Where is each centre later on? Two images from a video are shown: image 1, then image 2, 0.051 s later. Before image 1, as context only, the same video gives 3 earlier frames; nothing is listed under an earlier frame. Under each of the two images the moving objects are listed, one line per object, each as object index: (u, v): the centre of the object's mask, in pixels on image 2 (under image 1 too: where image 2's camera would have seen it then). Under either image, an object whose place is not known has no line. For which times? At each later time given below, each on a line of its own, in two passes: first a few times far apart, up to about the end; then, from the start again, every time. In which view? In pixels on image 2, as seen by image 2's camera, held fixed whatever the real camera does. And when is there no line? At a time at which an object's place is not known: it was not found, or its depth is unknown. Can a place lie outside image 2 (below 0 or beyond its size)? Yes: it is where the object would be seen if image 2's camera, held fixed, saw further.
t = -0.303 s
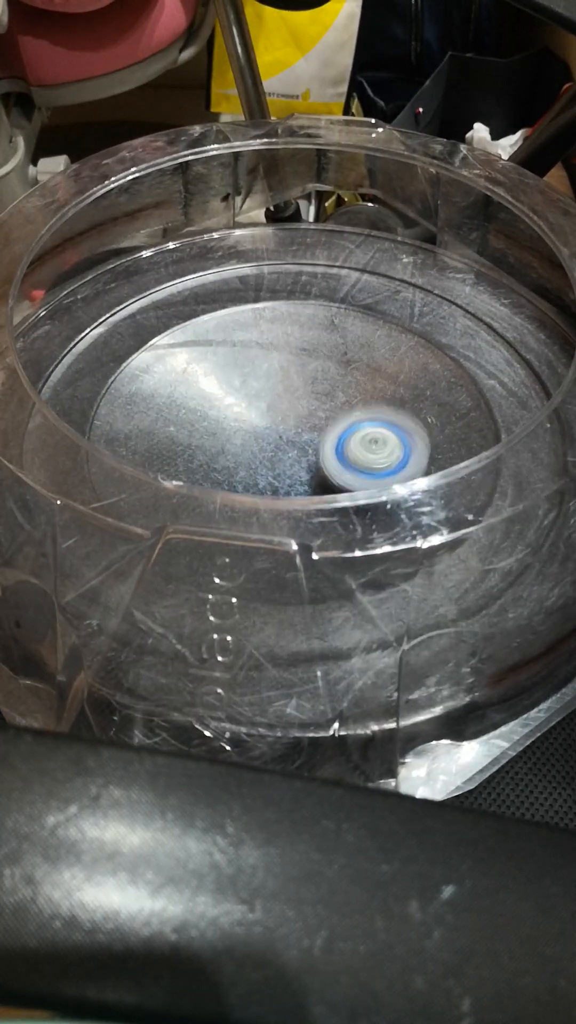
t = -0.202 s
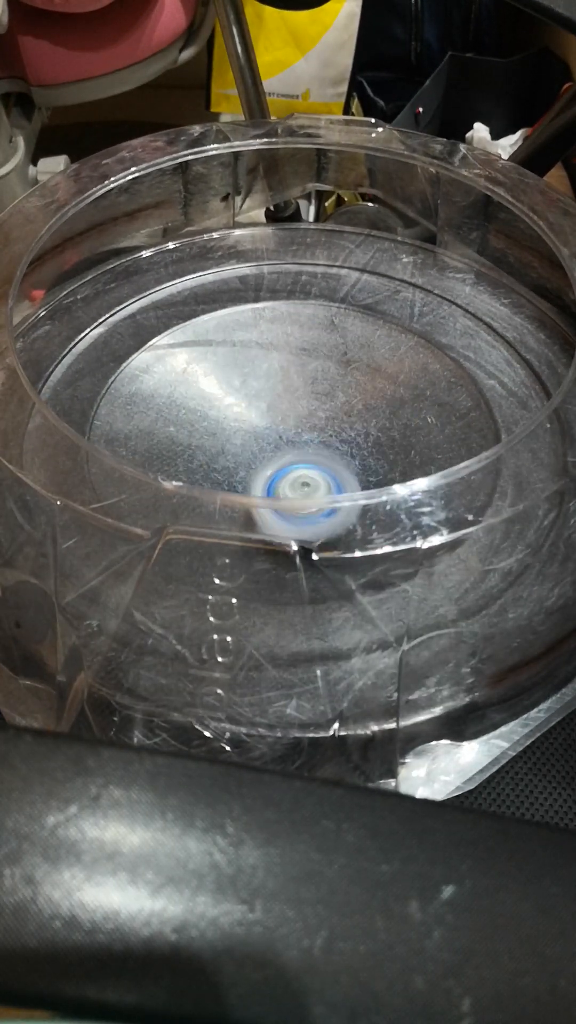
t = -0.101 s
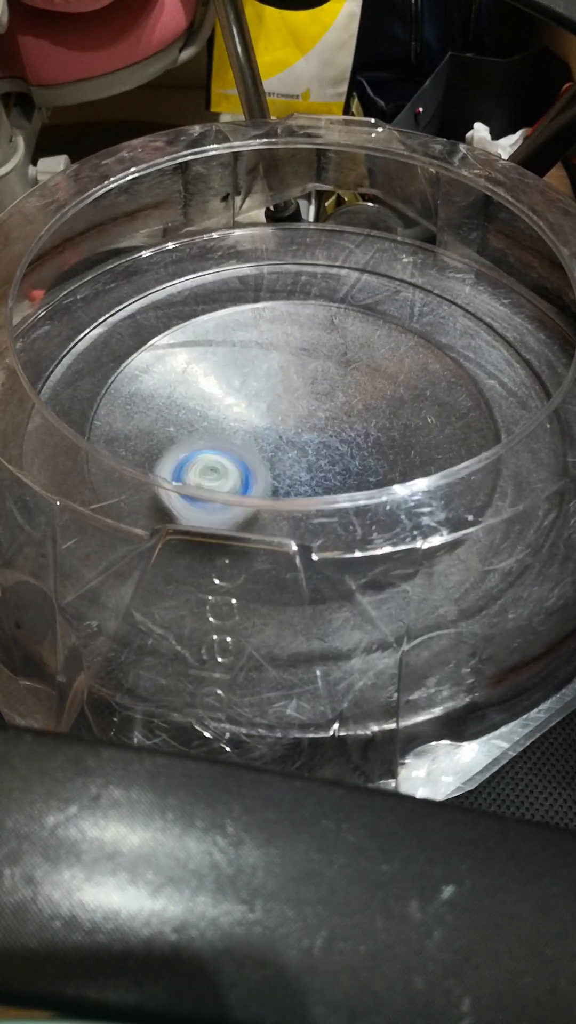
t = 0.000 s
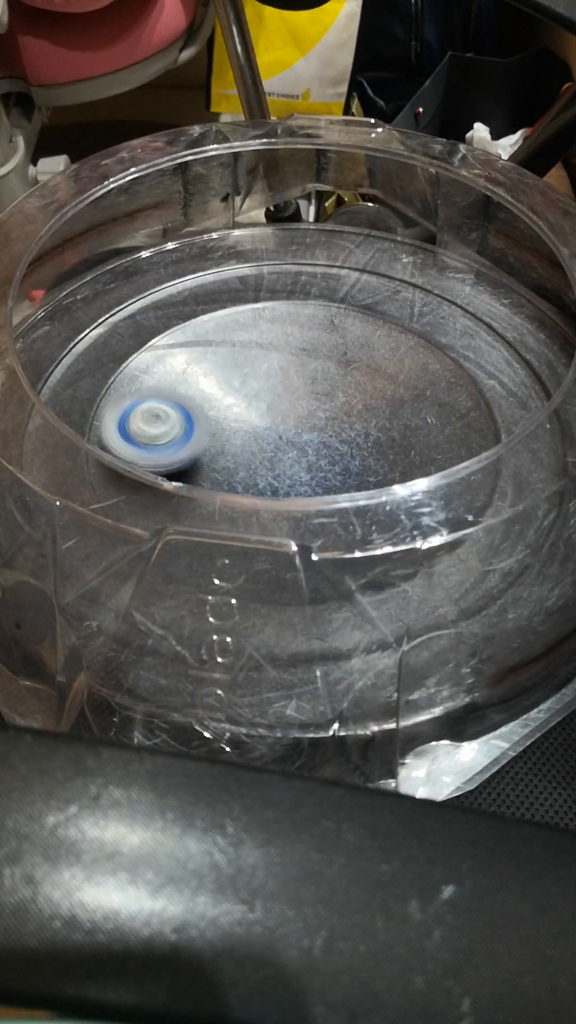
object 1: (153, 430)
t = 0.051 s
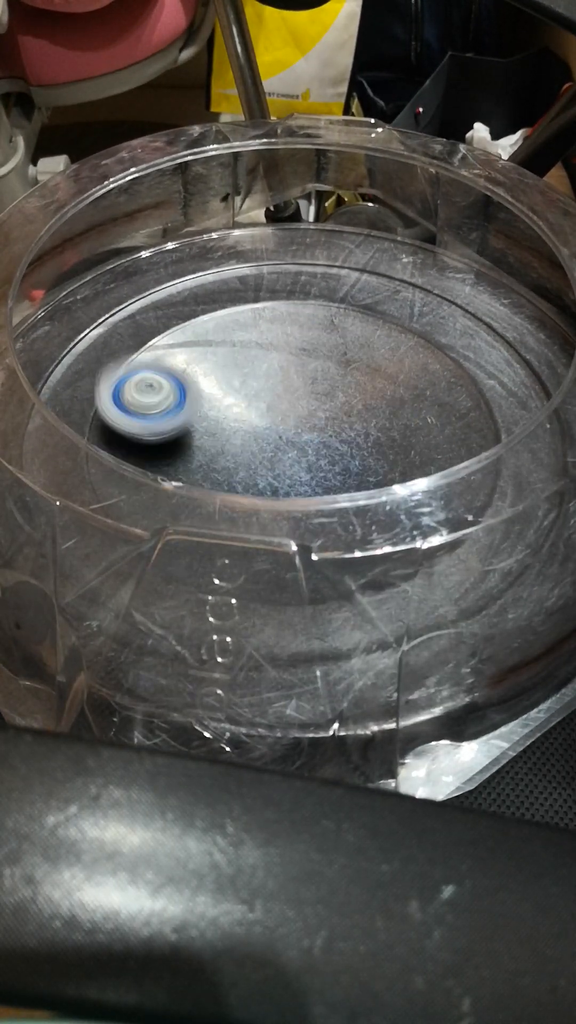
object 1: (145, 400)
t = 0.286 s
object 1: (281, 327)
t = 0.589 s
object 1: (397, 481)
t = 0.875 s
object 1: (162, 502)
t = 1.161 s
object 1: (205, 358)
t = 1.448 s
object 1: (435, 399)
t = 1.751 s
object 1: (354, 553)
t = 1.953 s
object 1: (186, 497)
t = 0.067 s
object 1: (146, 390)
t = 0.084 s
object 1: (148, 381)
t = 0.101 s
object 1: (153, 371)
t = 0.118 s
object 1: (162, 362)
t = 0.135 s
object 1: (169, 354)
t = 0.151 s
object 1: (178, 348)
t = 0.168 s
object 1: (188, 342)
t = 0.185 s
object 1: (199, 337)
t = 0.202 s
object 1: (212, 332)
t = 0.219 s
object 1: (223, 328)
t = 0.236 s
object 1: (237, 327)
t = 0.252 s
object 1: (251, 326)
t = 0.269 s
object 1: (266, 326)
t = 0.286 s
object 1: (281, 327)
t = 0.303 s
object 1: (295, 328)
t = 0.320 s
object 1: (310, 332)
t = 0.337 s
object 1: (323, 336)
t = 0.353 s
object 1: (337, 341)
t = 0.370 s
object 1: (349, 347)
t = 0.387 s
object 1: (362, 355)
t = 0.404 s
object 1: (373, 362)
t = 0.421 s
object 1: (383, 371)
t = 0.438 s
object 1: (392, 380)
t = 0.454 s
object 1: (399, 390)
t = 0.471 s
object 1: (404, 402)
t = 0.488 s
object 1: (408, 413)
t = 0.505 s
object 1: (411, 424)
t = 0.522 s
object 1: (411, 435)
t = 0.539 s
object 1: (407, 443)
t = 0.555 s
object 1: (403, 451)
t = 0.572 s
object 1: (403, 470)
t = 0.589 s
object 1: (397, 481)
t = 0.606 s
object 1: (388, 491)
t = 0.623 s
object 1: (379, 501)
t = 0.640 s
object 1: (366, 508)
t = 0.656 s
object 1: (354, 517)
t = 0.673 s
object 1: (341, 524)
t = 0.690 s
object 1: (327, 528)
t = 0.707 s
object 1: (312, 533)
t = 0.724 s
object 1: (296, 537)
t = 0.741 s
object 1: (279, 538)
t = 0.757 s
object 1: (262, 545)
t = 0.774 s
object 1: (243, 544)
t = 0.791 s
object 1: (227, 541)
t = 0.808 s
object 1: (213, 531)
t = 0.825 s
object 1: (198, 526)
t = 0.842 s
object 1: (184, 519)
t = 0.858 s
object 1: (172, 511)
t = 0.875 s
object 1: (162, 502)
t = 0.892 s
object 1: (151, 493)
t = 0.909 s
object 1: (142, 486)
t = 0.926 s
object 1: (135, 479)
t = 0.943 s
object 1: (131, 466)
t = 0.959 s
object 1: (126, 457)
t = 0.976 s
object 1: (125, 446)
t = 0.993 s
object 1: (128, 432)
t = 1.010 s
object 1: (126, 424)
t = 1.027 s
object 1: (126, 415)
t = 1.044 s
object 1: (131, 405)
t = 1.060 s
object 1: (139, 396)
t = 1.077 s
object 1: (146, 388)
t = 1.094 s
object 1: (155, 380)
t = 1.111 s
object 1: (165, 374)
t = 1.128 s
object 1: (178, 365)
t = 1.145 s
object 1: (190, 362)
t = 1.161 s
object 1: (205, 358)
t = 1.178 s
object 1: (220, 354)
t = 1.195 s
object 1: (232, 351)
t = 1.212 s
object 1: (247, 348)
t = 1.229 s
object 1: (264, 344)
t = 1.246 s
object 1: (281, 343)
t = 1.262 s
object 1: (297, 345)
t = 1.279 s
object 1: (313, 344)
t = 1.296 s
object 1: (328, 346)
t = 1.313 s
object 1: (343, 351)
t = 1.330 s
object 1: (357, 354)
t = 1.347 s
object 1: (369, 357)
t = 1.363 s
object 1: (382, 362)
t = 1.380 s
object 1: (395, 368)
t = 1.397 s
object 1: (406, 375)
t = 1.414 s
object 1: (417, 383)
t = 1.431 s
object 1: (426, 391)
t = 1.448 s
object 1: (435, 399)
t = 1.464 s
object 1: (442, 408)
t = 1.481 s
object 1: (448, 417)
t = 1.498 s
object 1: (451, 425)
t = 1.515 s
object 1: (451, 432)
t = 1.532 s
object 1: (456, 446)
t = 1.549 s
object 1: (458, 456)
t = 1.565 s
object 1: (456, 467)
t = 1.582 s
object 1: (453, 478)
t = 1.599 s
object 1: (448, 487)
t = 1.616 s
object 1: (442, 495)
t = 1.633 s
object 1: (434, 502)
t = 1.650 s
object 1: (428, 513)
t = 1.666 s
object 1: (419, 523)
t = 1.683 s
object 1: (408, 531)
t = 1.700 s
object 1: (396, 538)
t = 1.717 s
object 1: (383, 542)
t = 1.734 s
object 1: (369, 546)
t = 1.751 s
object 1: (354, 553)
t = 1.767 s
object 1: (336, 555)
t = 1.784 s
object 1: (319, 557)
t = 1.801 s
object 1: (302, 557)
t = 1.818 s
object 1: (286, 555)
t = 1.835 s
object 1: (269, 552)
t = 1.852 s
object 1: (253, 548)
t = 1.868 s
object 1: (238, 544)
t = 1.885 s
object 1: (225, 540)
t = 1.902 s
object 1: (214, 526)
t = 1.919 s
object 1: (202, 515)
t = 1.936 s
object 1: (193, 506)
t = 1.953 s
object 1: (186, 497)
